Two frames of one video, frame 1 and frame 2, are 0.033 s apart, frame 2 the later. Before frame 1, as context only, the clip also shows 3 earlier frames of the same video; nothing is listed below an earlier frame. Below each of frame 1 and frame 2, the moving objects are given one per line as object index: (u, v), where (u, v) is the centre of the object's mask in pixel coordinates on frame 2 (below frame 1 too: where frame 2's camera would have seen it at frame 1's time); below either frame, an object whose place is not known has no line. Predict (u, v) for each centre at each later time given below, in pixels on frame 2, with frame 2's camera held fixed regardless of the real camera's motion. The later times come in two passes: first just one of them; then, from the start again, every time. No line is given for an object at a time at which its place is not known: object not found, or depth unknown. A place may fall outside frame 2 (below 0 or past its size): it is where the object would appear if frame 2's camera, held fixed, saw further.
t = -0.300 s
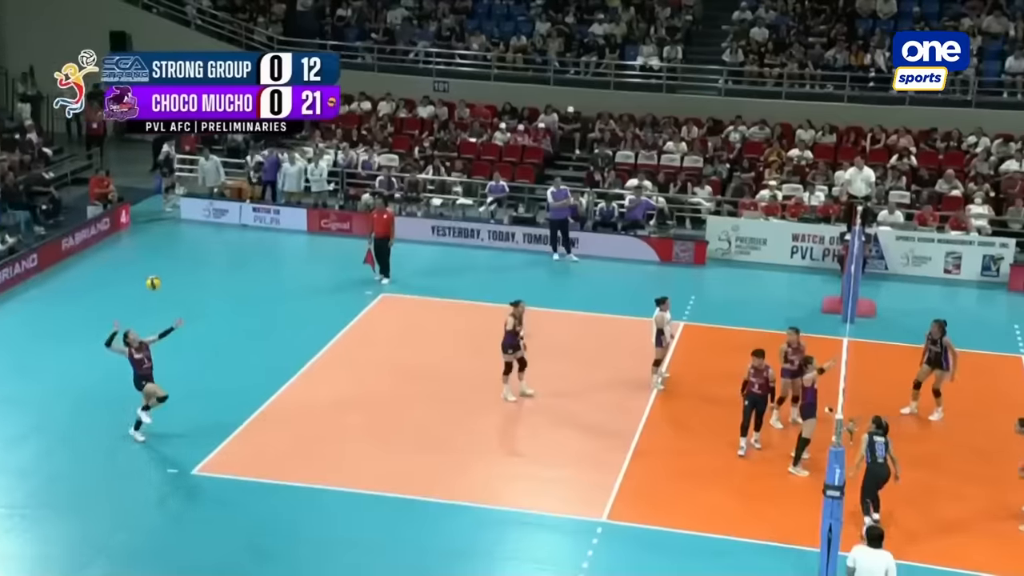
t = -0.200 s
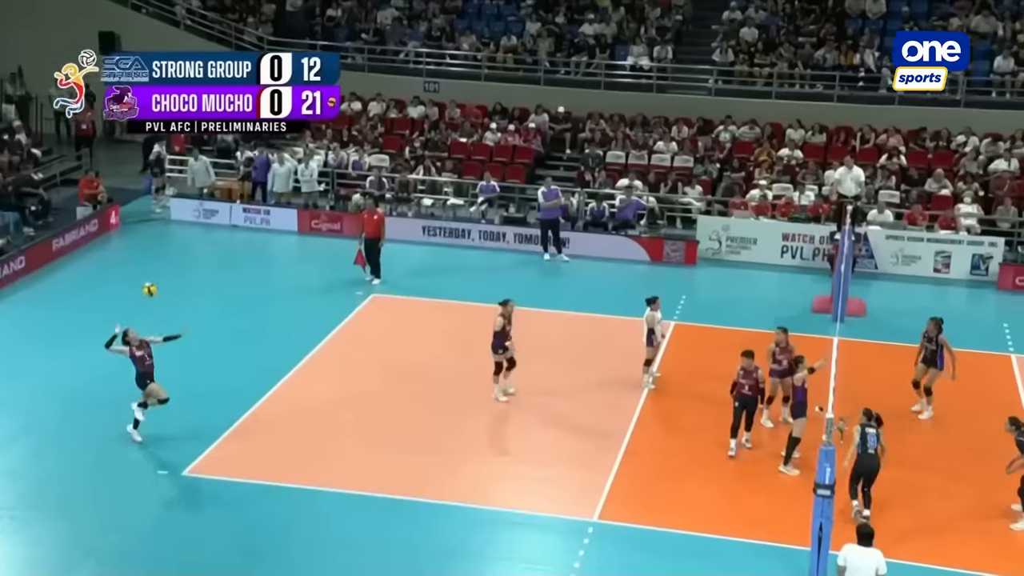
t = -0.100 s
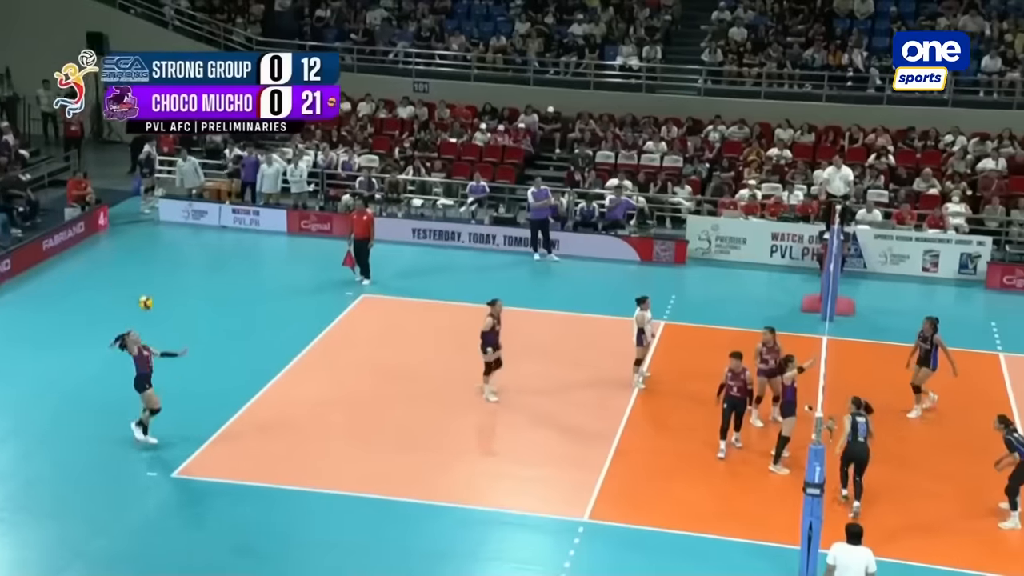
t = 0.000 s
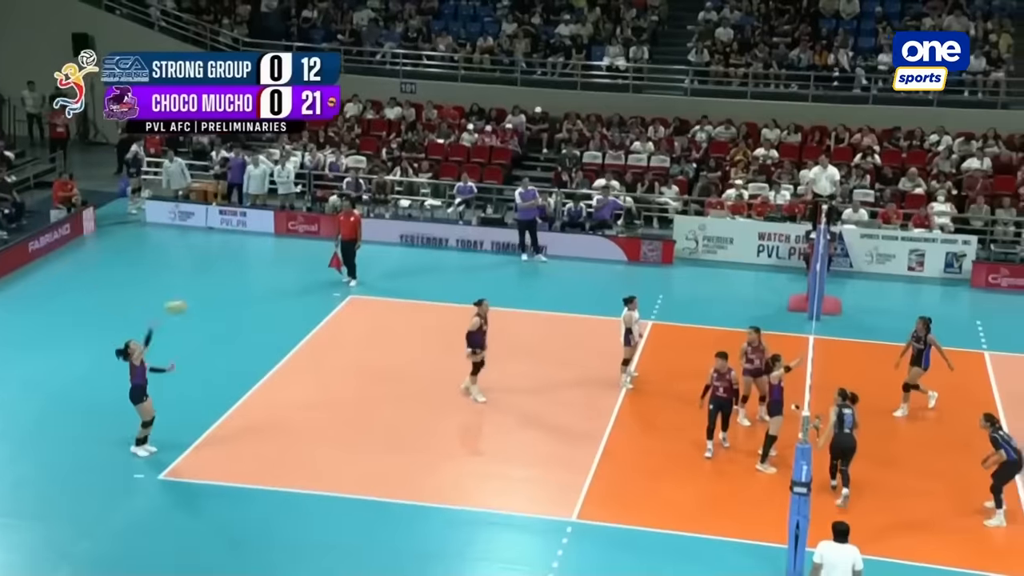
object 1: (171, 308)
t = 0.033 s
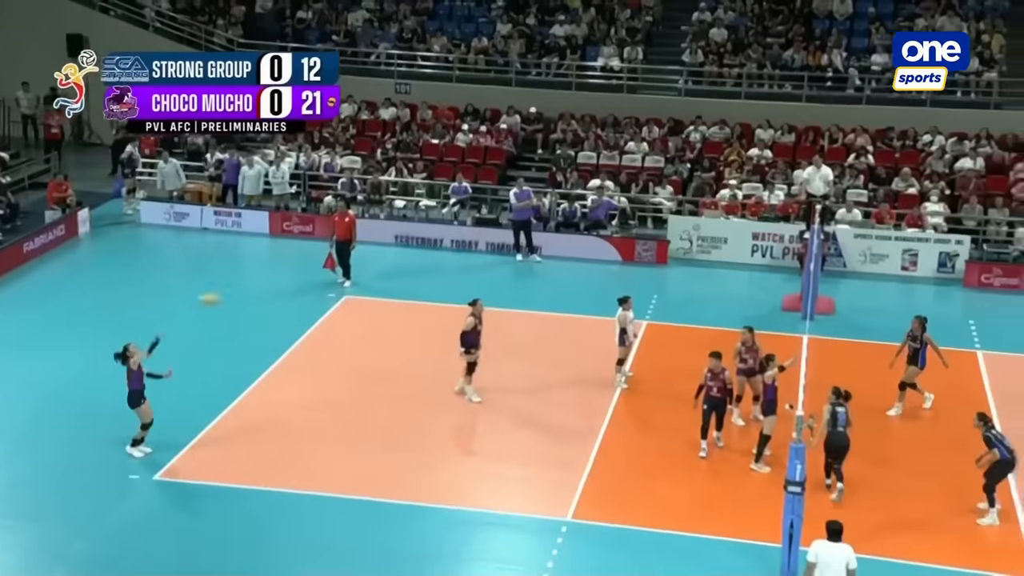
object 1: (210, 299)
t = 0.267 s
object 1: (457, 258)
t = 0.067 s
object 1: (247, 292)
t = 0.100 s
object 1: (284, 285)
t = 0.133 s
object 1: (320, 280)
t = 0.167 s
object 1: (355, 273)
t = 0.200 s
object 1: (390, 267)
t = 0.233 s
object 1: (424, 262)
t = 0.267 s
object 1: (457, 258)
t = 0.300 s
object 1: (490, 255)
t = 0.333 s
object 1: (523, 252)
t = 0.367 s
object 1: (555, 250)
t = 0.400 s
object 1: (587, 248)
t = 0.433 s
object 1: (619, 247)
